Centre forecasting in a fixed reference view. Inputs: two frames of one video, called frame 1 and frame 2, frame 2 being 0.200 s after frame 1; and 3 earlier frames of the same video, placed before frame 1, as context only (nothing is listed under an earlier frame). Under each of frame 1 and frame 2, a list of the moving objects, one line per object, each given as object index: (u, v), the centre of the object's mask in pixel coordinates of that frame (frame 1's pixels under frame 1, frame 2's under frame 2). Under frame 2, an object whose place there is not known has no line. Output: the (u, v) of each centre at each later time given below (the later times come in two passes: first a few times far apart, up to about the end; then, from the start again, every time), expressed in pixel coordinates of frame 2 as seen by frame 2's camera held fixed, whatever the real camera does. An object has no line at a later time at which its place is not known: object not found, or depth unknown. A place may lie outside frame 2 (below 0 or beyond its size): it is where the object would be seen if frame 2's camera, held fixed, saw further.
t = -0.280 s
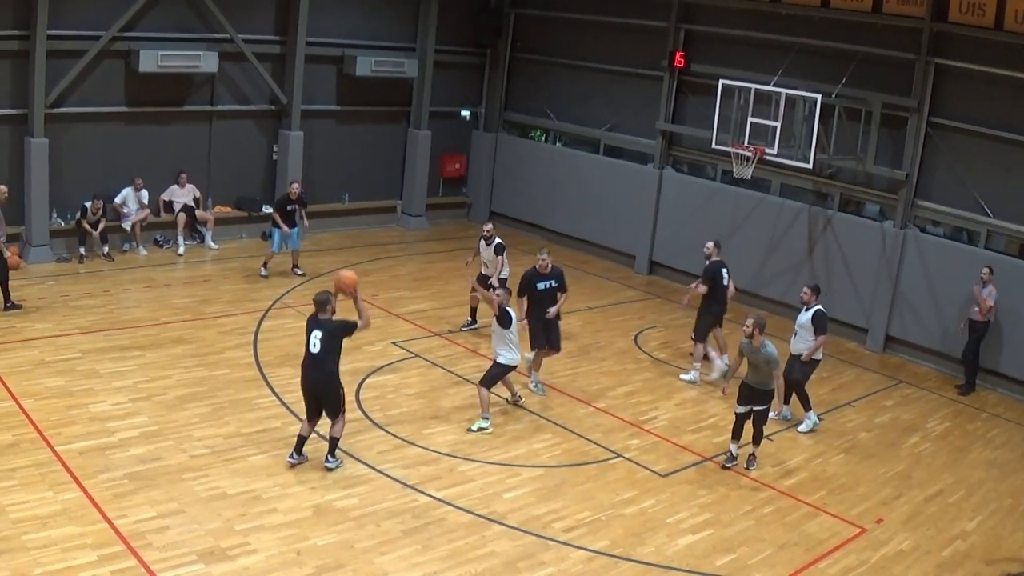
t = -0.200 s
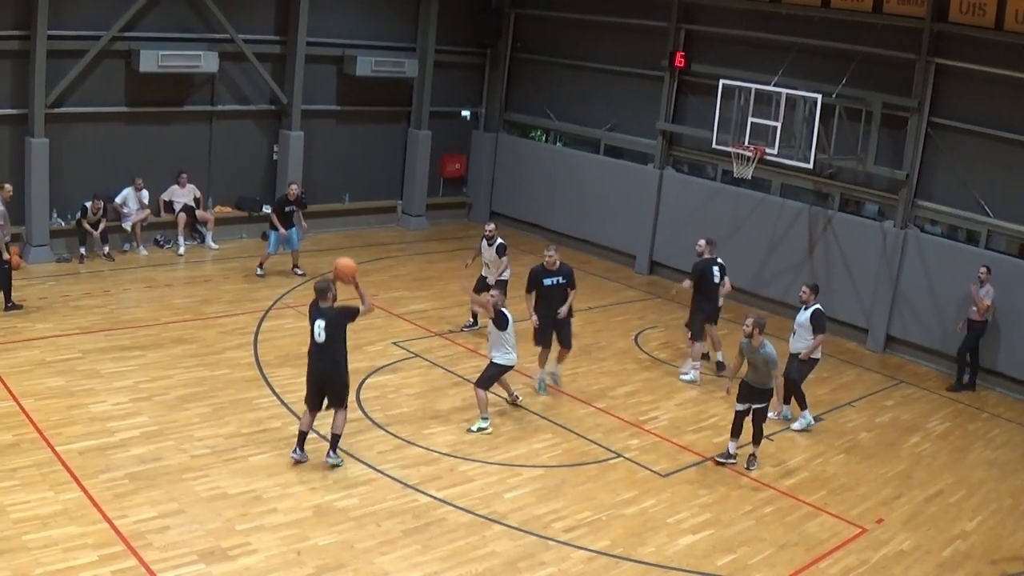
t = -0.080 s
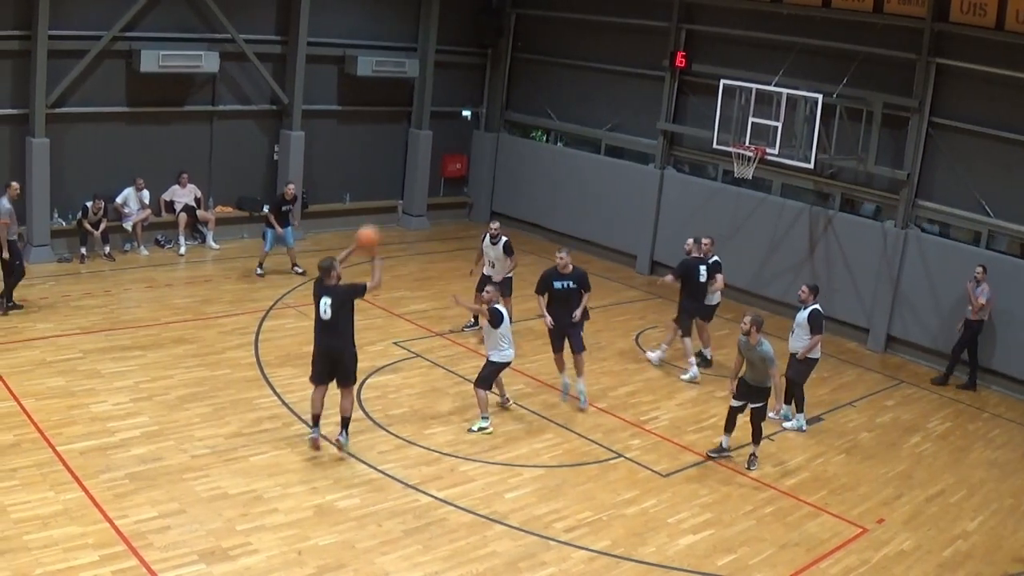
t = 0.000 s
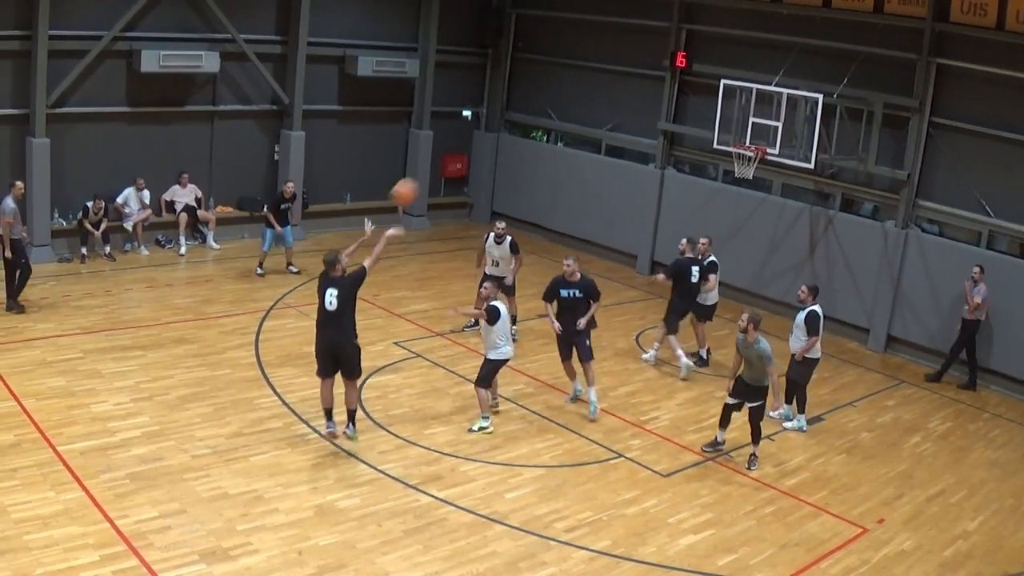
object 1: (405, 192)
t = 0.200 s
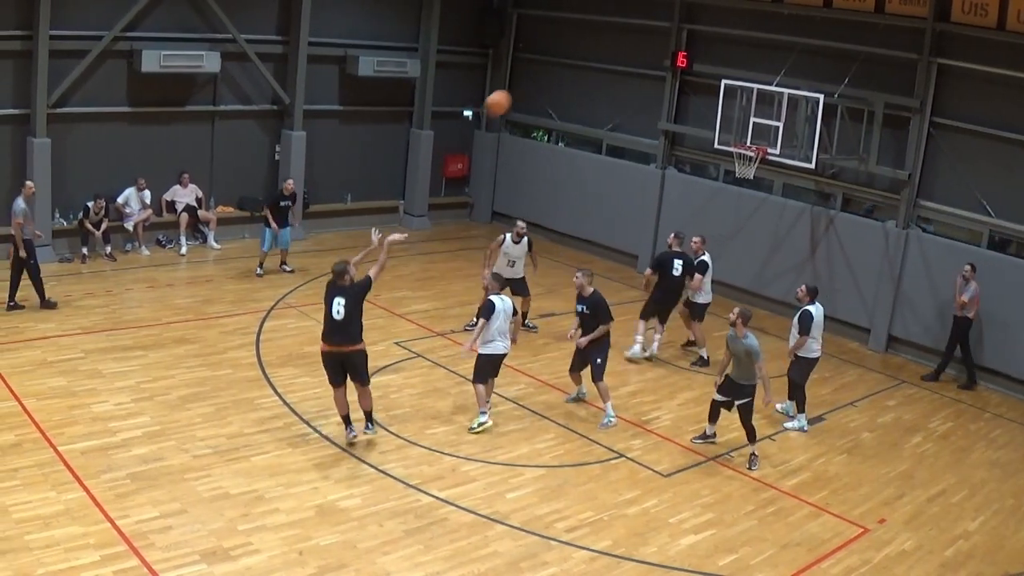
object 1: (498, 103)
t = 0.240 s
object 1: (514, 91)
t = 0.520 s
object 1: (614, 52)
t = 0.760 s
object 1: (678, 72)
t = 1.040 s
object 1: (731, 137)
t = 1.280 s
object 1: (705, 103)
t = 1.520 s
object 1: (674, 102)
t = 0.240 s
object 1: (514, 91)
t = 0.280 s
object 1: (530, 81)
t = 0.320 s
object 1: (545, 72)
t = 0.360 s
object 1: (561, 65)
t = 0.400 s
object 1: (575, 60)
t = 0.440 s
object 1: (588, 55)
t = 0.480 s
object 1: (602, 53)
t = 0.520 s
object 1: (614, 52)
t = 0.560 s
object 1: (626, 53)
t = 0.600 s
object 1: (637, 54)
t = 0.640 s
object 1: (648, 57)
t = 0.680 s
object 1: (658, 61)
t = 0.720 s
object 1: (668, 66)
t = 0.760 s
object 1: (678, 72)
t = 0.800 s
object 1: (687, 79)
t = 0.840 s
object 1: (695, 86)
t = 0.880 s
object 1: (704, 96)
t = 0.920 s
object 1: (710, 105)
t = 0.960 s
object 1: (718, 115)
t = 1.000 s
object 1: (725, 126)
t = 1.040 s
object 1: (731, 137)
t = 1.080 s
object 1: (728, 132)
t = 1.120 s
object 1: (724, 124)
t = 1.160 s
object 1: (719, 117)
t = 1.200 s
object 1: (714, 111)
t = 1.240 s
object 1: (709, 106)
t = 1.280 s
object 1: (705, 103)
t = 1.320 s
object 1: (700, 100)
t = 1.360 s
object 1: (695, 99)
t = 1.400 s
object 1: (690, 98)
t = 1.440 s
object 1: (685, 99)
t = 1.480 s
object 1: (680, 100)
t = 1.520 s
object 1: (674, 102)
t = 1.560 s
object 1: (669, 106)
